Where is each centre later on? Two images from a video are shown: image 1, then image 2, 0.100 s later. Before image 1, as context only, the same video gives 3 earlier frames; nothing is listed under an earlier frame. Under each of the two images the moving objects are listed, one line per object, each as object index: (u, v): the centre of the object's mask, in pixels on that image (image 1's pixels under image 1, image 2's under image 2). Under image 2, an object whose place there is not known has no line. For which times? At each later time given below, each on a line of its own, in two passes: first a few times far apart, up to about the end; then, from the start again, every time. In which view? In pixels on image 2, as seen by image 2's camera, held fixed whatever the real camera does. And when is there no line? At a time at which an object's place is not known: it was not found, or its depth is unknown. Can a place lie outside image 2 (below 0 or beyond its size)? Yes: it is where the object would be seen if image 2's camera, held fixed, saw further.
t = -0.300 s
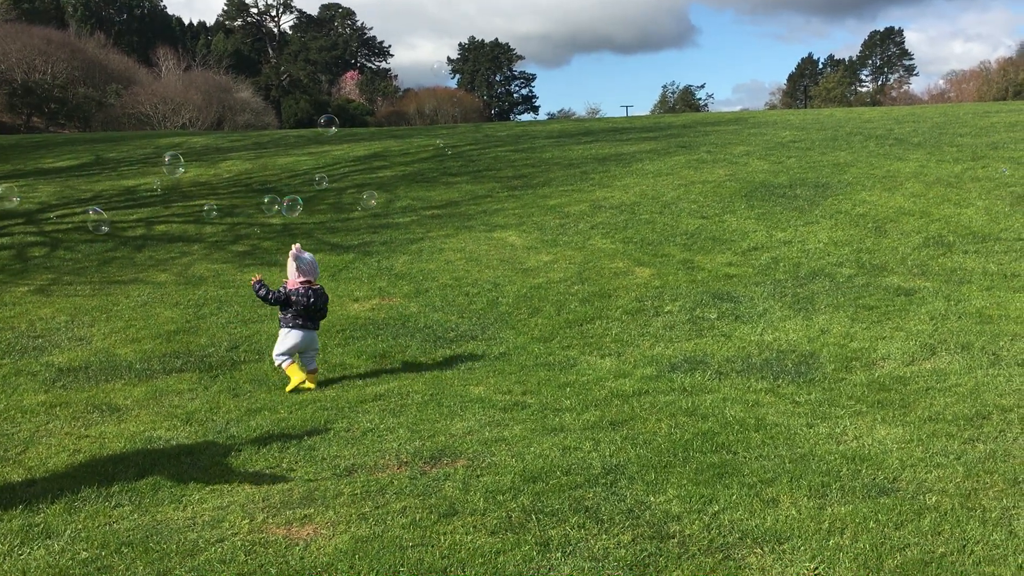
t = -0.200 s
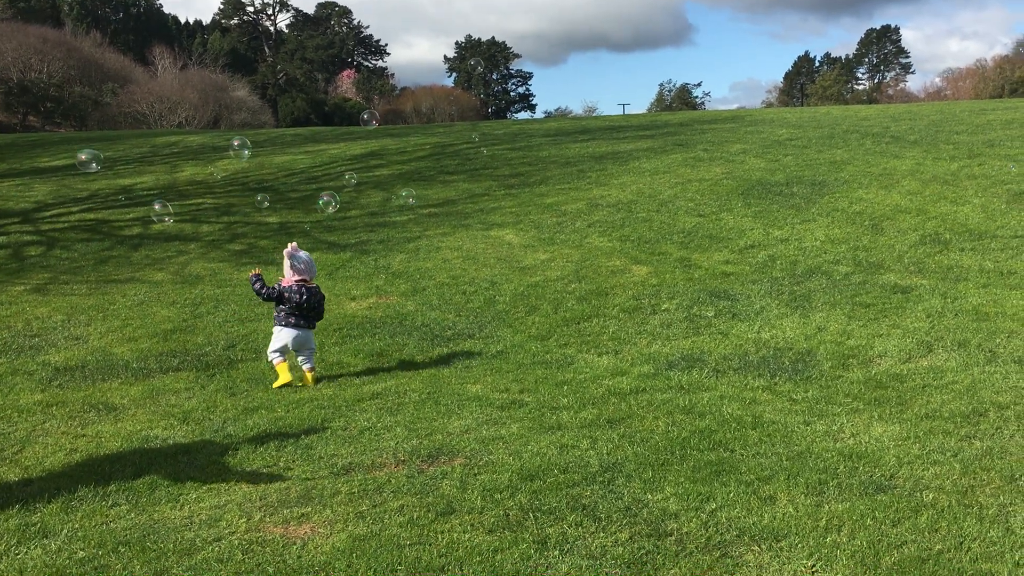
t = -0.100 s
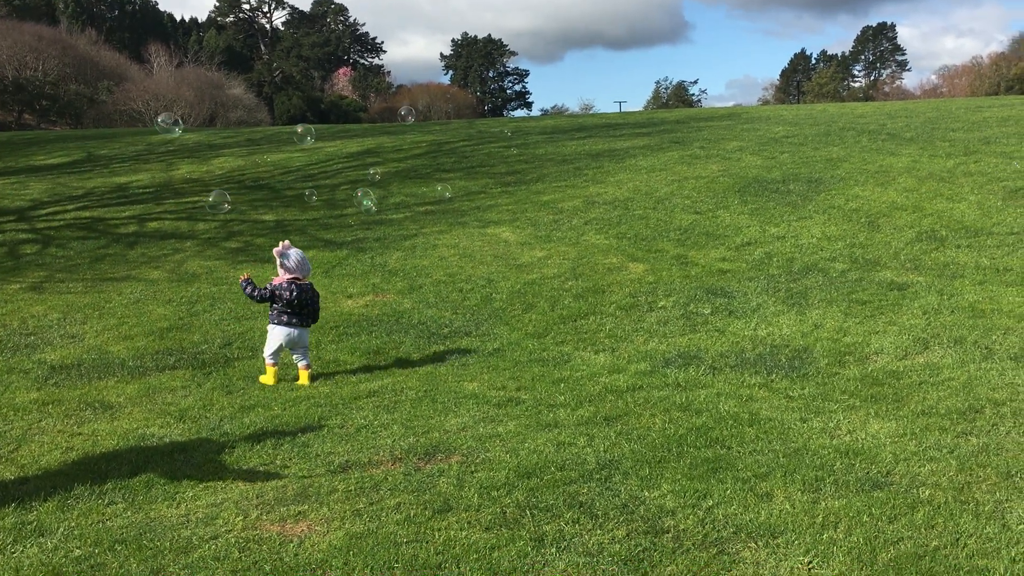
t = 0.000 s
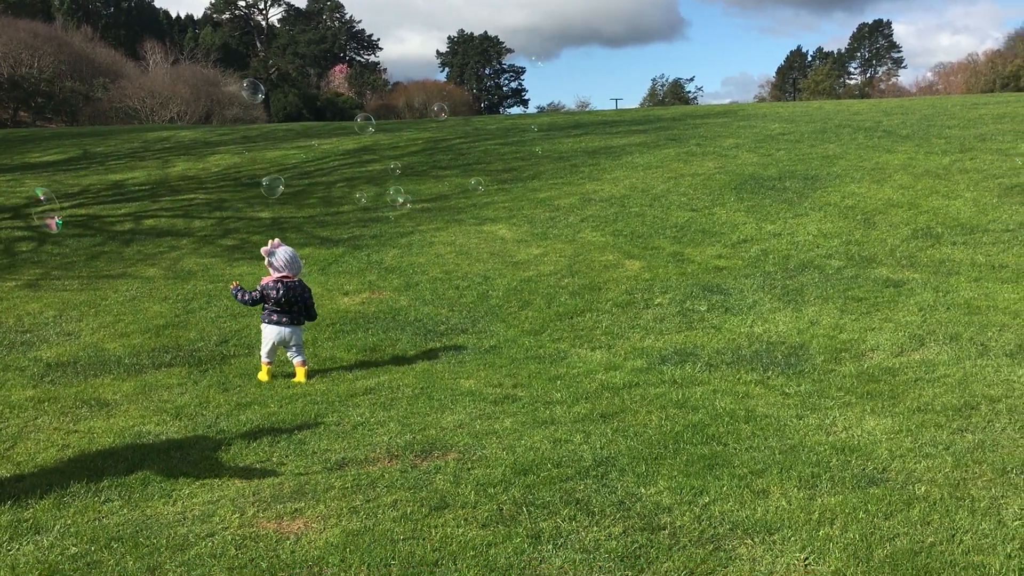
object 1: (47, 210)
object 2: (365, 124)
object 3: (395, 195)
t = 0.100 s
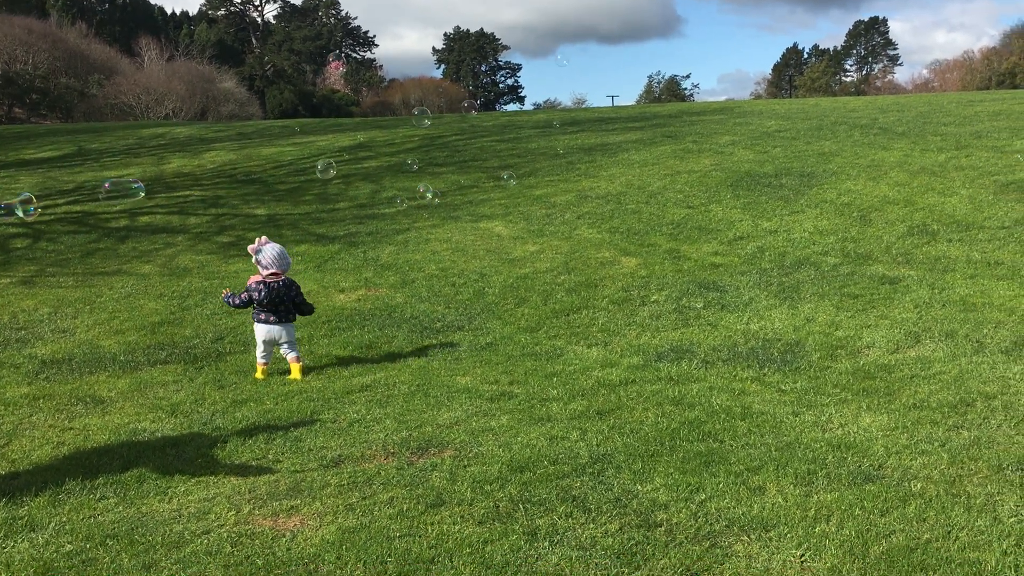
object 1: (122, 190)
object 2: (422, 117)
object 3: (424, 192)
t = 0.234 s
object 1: (214, 164)
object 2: (495, 113)
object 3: (465, 189)
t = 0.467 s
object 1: (340, 130)
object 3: (510, 178)
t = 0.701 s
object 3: (548, 169)
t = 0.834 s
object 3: (566, 163)
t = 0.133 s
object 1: (146, 184)
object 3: (435, 191)
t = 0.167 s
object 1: (169, 176)
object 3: (444, 191)
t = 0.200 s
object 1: (192, 172)
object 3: (454, 190)
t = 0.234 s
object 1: (214, 164)
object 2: (495, 113)
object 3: (465, 189)
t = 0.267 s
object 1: (233, 159)
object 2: (509, 112)
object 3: (471, 185)
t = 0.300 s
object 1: (252, 154)
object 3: (478, 185)
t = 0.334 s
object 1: (271, 148)
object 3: (484, 183)
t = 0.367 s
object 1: (289, 143)
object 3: (492, 182)
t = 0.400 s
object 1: (307, 138)
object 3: (498, 180)
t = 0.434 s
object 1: (324, 133)
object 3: (504, 179)
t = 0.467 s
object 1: (340, 130)
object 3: (510, 178)
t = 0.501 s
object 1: (356, 125)
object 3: (516, 176)
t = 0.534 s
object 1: (373, 122)
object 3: (522, 176)
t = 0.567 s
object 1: (387, 120)
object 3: (526, 175)
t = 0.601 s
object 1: (401, 116)
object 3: (533, 174)
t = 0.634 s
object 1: (415, 113)
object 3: (537, 169)
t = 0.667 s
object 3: (541, 170)
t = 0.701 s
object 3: (548, 169)
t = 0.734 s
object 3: (553, 168)
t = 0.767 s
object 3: (559, 165)
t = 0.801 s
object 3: (563, 164)
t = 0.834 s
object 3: (566, 163)
